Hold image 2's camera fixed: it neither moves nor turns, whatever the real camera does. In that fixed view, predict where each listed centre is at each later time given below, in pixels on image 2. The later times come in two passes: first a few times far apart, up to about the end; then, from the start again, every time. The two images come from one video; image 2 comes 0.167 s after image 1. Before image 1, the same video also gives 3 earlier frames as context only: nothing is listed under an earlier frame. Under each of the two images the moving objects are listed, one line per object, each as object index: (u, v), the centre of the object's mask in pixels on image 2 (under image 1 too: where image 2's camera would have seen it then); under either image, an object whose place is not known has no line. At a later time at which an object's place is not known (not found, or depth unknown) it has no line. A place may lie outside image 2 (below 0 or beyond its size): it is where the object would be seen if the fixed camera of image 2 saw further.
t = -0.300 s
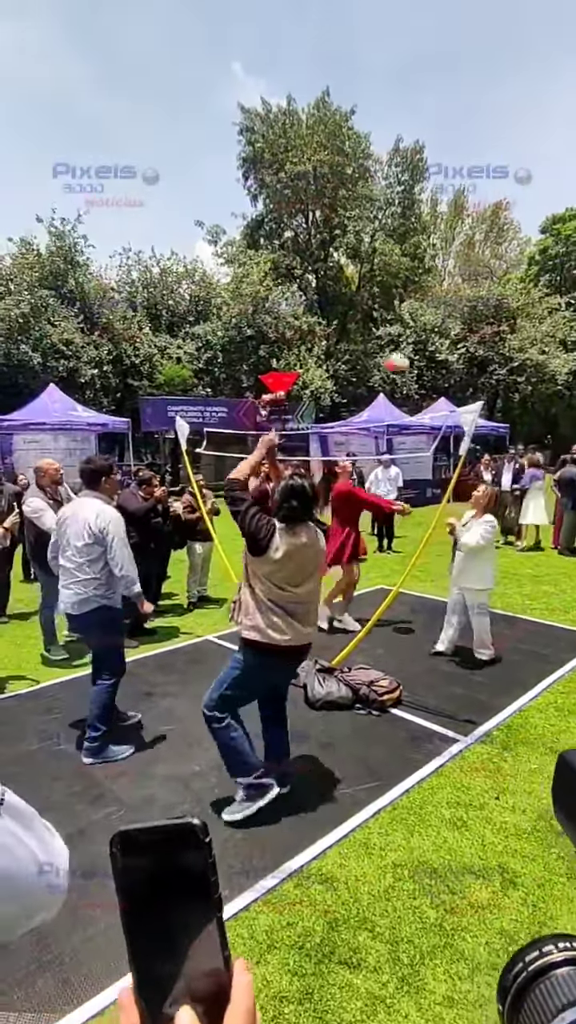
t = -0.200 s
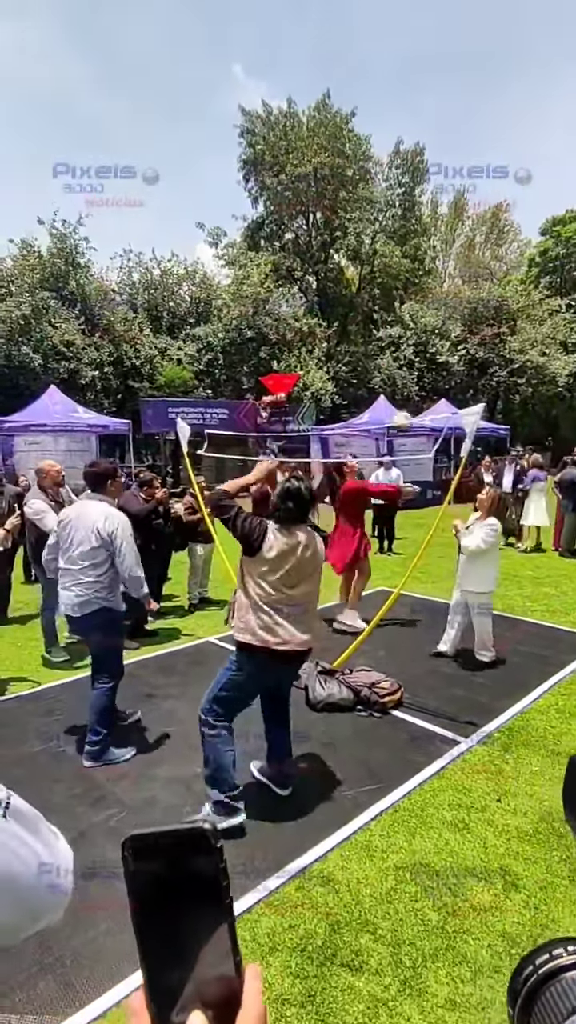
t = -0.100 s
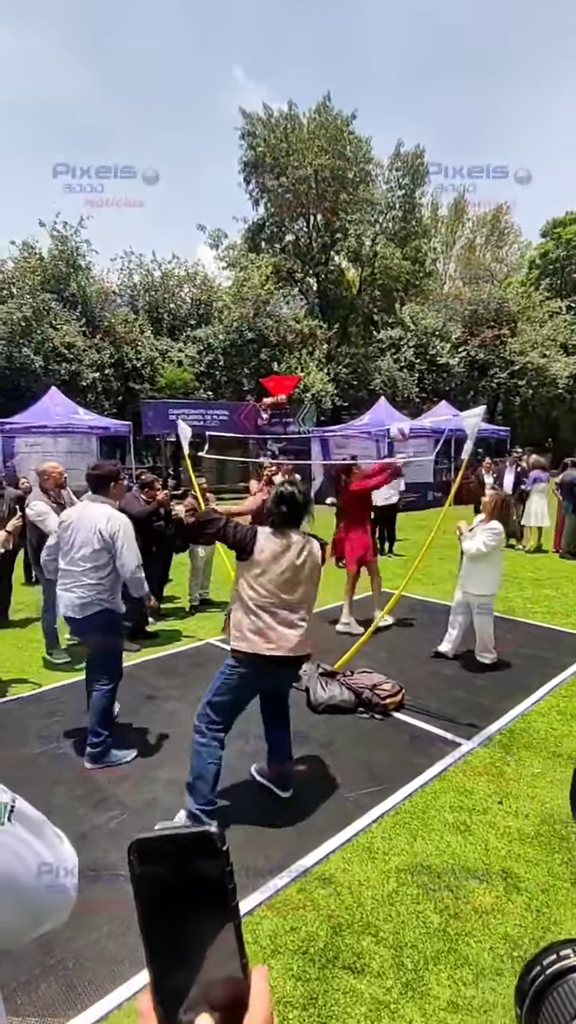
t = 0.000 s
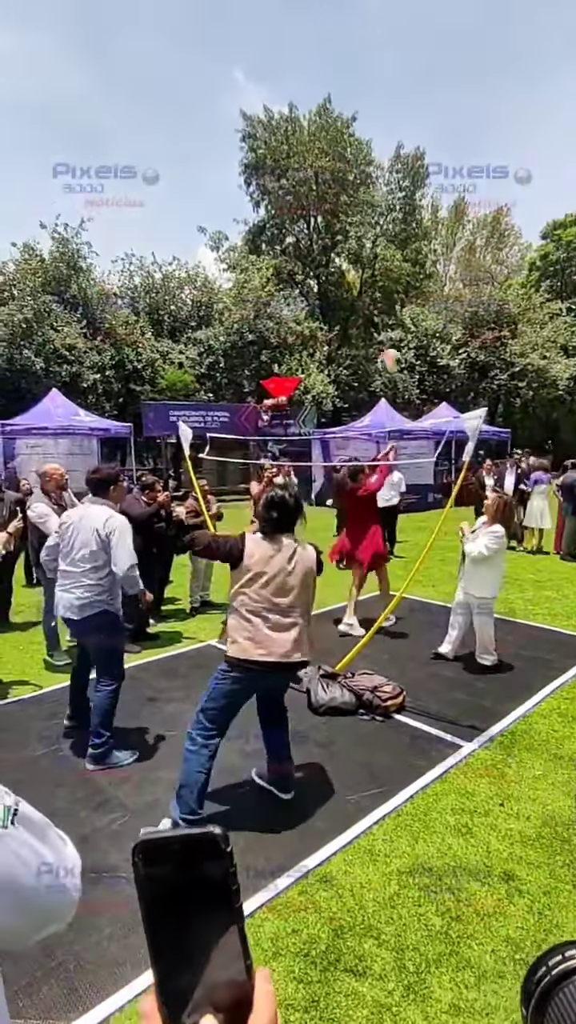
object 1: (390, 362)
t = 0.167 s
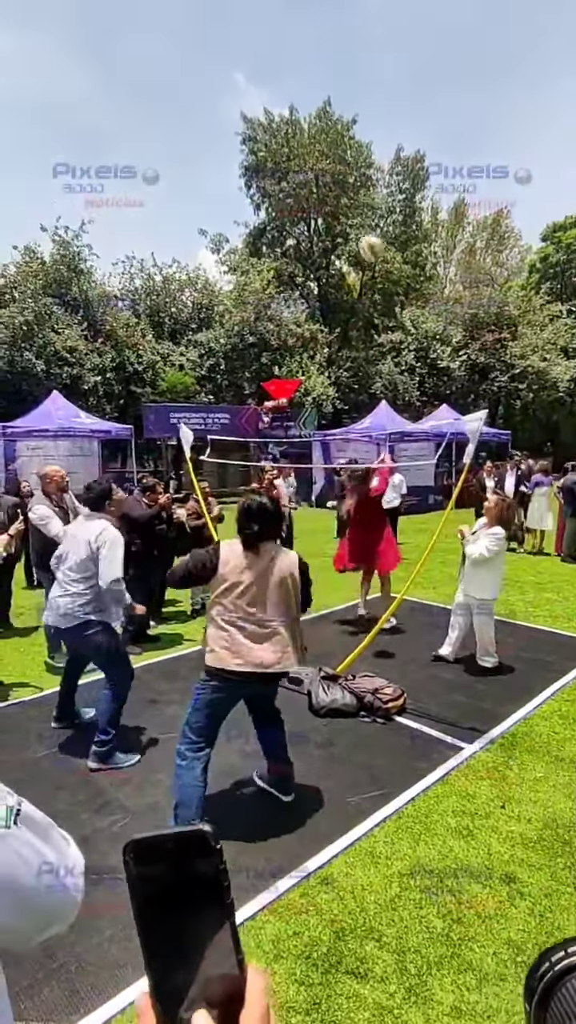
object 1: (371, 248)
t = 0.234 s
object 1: (361, 199)
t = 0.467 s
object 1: (321, 80)
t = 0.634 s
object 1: (281, 23)
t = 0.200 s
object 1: (365, 227)
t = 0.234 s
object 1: (361, 199)
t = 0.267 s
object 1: (356, 182)
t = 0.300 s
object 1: (349, 165)
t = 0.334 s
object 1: (345, 146)
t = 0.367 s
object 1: (339, 128)
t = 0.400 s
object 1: (334, 111)
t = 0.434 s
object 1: (327, 96)
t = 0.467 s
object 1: (321, 80)
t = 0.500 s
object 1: (313, 66)
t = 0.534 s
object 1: (306, 53)
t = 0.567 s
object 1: (298, 41)
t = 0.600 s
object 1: (290, 30)
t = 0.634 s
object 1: (281, 23)
